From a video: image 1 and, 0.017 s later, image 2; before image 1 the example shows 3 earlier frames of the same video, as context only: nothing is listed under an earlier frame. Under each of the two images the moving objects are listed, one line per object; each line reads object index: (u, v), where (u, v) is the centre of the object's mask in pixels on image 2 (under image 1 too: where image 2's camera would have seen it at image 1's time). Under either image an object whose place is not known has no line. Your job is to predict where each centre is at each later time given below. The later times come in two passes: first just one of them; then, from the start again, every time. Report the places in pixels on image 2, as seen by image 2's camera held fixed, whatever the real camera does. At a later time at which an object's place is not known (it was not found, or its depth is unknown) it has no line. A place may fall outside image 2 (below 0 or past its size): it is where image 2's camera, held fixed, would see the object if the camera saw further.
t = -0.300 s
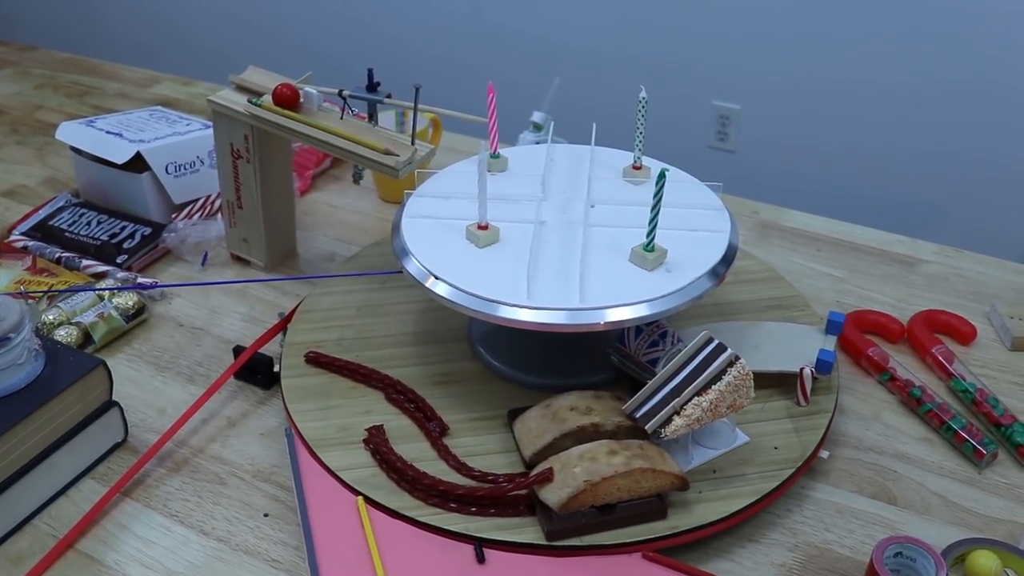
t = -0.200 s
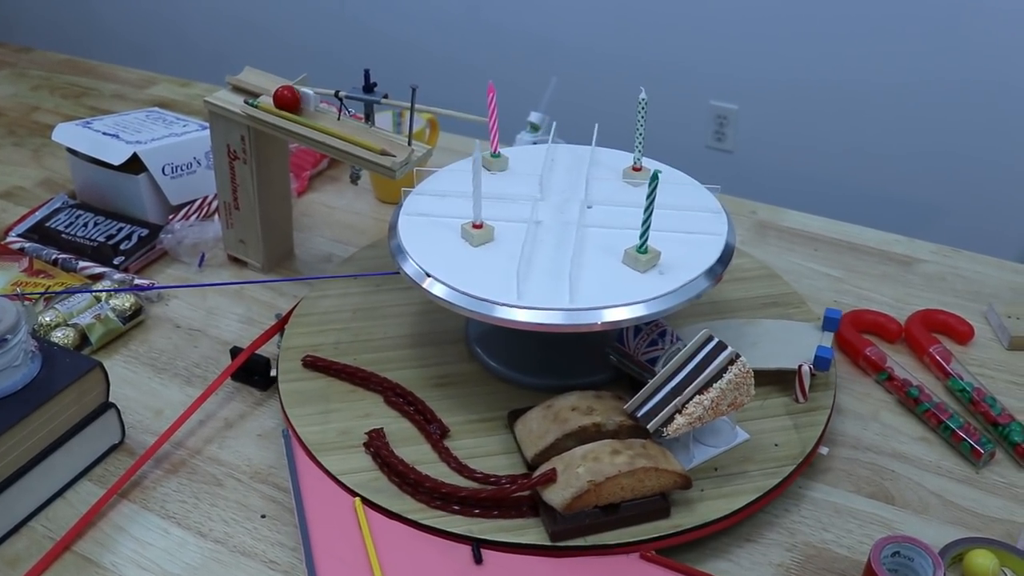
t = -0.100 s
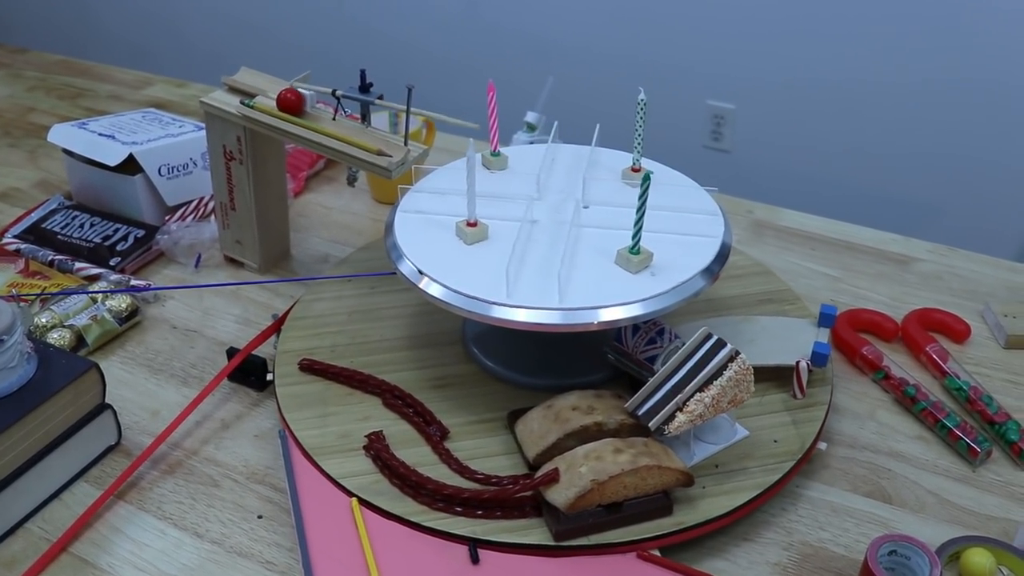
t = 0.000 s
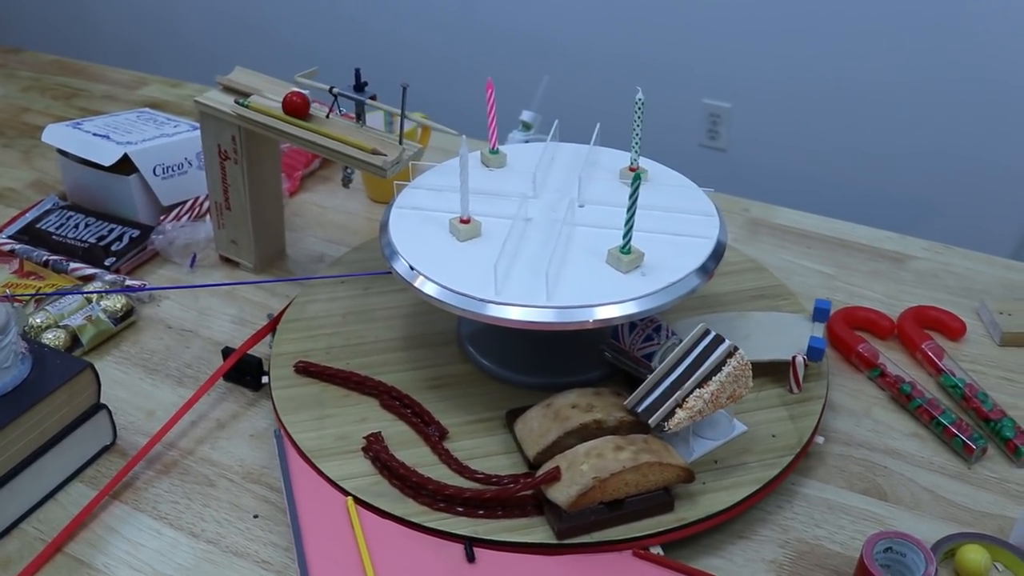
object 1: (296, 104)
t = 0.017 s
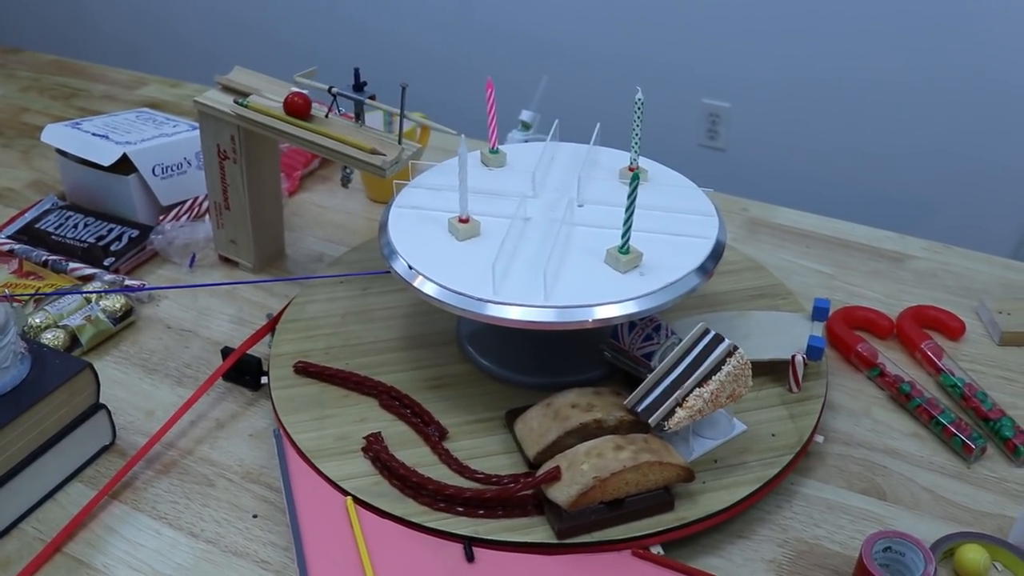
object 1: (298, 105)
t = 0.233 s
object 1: (336, 119)
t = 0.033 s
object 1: (300, 106)
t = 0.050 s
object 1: (302, 107)
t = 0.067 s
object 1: (305, 108)
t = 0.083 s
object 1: (307, 109)
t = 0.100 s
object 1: (310, 109)
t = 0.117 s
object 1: (313, 111)
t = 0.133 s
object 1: (316, 112)
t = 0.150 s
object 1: (319, 113)
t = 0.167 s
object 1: (322, 114)
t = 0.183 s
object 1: (325, 115)
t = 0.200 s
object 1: (329, 116)
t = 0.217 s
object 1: (333, 117)
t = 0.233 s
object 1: (336, 119)
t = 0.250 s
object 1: (340, 120)
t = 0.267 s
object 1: (343, 121)
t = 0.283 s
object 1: (348, 123)
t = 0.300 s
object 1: (352, 124)
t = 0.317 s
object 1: (356, 126)
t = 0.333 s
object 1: (361, 127)
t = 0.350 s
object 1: (365, 129)
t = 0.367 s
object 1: (370, 130)
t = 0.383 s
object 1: (374, 132)
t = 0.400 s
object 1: (380, 134)
